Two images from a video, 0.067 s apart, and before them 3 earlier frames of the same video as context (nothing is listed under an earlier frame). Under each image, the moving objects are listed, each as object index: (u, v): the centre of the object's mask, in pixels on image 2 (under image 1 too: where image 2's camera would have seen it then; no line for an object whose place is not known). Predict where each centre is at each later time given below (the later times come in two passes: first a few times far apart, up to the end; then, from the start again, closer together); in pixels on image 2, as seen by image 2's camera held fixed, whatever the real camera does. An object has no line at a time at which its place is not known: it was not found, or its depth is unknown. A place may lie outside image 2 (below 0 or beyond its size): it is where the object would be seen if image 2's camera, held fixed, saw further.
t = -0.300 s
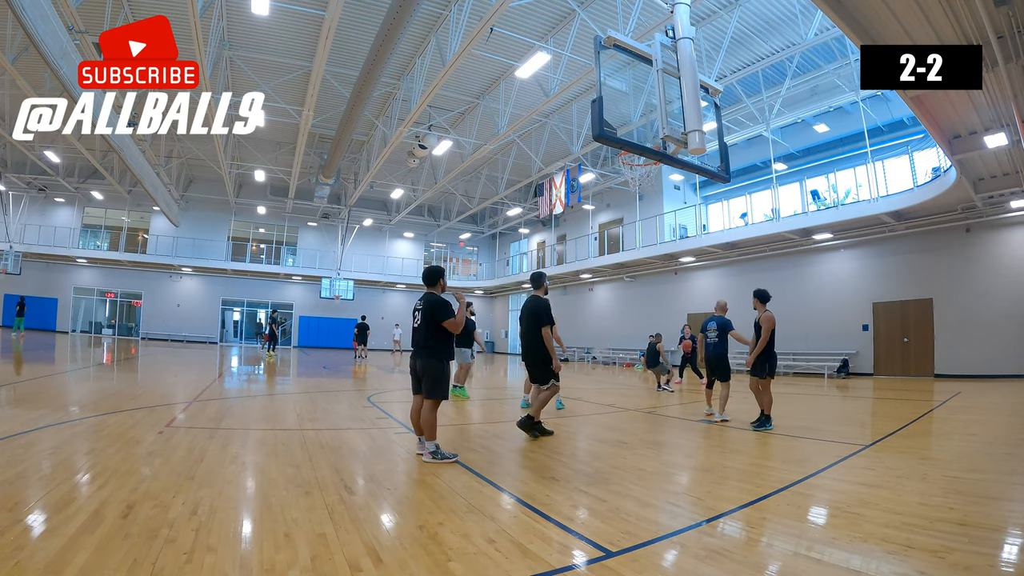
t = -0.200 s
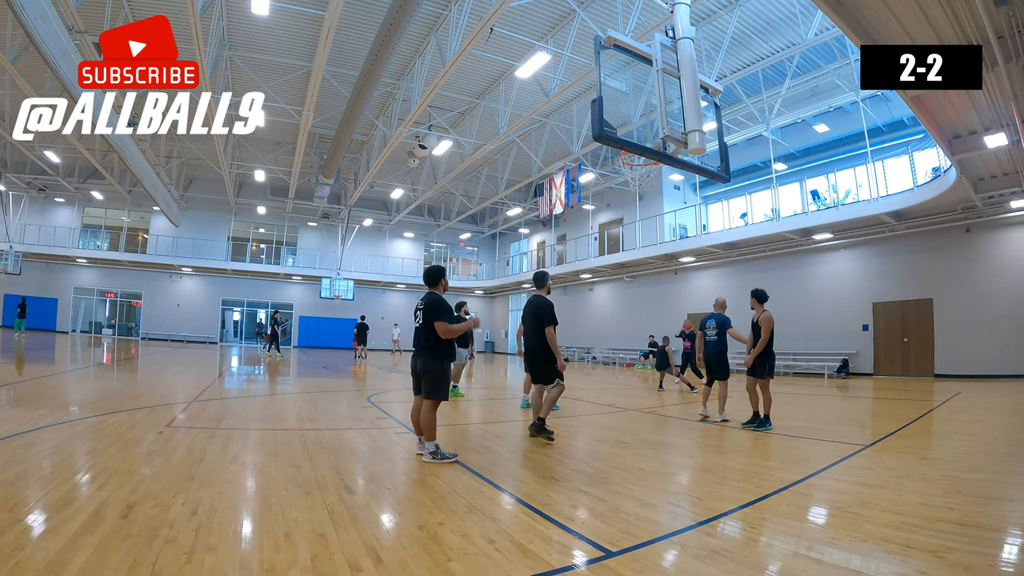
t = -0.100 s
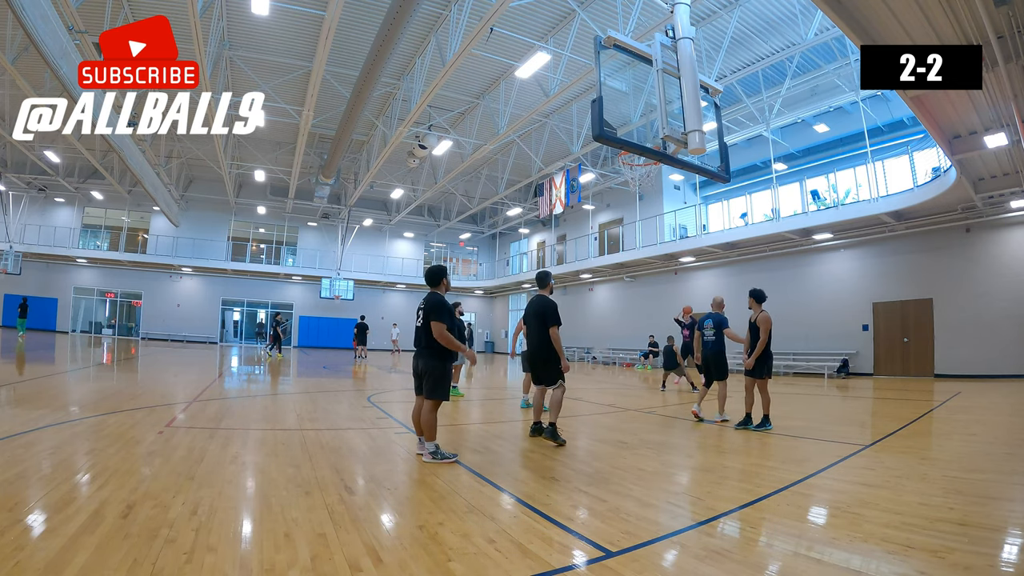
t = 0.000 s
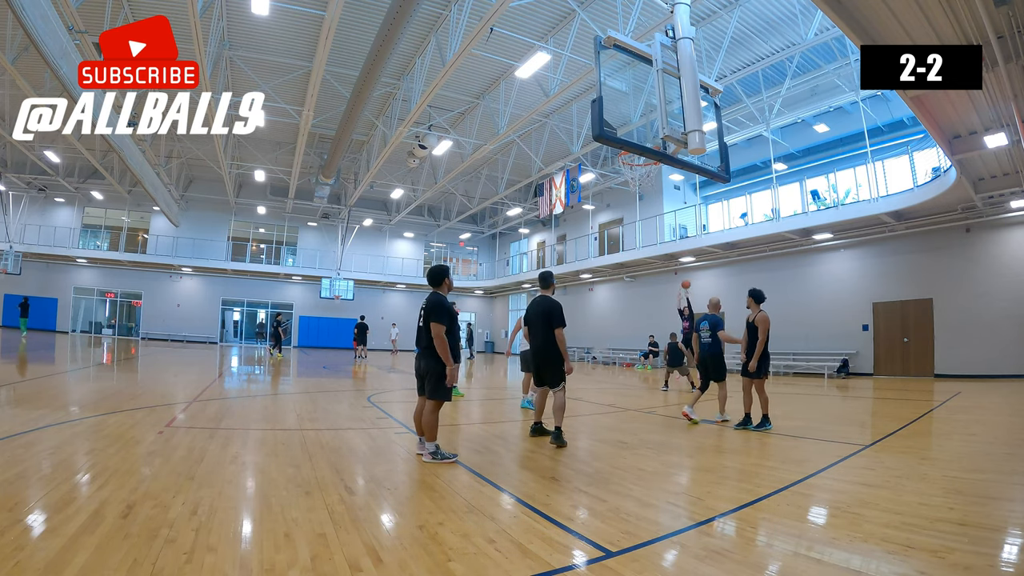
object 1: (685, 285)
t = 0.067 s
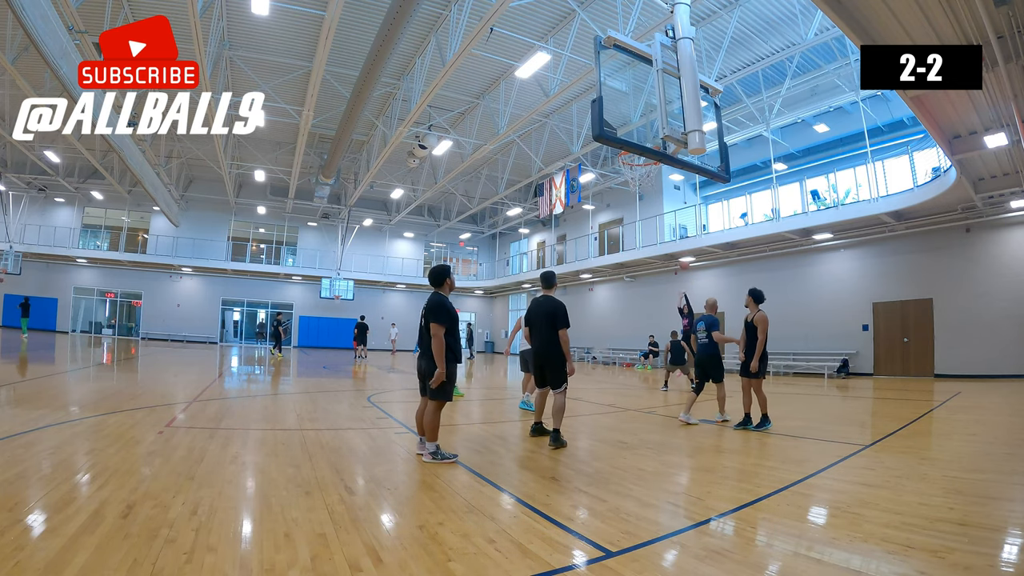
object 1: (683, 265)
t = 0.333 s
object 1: (676, 197)
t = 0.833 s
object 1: (655, 119)
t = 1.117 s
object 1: (647, 124)
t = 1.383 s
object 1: (640, 204)
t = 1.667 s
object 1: (643, 367)
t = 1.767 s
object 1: (641, 433)
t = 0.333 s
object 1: (676, 197)
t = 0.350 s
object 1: (676, 193)
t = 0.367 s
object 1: (675, 189)
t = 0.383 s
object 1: (675, 186)
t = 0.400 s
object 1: (674, 183)
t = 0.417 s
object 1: (673, 178)
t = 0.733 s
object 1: (657, 128)
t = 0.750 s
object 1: (656, 126)
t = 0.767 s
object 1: (656, 123)
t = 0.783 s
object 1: (655, 123)
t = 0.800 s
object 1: (655, 123)
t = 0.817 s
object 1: (655, 122)
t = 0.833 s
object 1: (655, 119)
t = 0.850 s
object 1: (654, 119)
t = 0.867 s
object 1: (654, 118)
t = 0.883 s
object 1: (654, 117)
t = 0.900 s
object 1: (653, 117)
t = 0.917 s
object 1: (653, 117)
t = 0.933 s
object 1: (653, 116)
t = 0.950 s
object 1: (653, 116)
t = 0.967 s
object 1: (653, 117)
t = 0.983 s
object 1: (653, 117)
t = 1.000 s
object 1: (651, 117)
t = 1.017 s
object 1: (650, 117)
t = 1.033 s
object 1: (650, 118)
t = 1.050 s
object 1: (649, 118)
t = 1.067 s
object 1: (649, 119)
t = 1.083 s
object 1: (648, 121)
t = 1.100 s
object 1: (647, 123)
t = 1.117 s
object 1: (647, 124)
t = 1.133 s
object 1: (645, 126)
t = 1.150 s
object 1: (645, 129)
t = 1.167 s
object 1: (644, 131)
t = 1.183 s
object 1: (643, 135)
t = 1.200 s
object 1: (640, 136)
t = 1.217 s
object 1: (641, 138)
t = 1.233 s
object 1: (640, 139)
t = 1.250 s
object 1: (637, 158)
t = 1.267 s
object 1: (637, 160)
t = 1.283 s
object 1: (638, 163)
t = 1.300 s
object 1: (639, 169)
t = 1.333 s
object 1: (640, 185)
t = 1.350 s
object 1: (640, 189)
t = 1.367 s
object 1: (640, 197)
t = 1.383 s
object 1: (640, 204)
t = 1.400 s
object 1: (641, 212)
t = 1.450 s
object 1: (642, 236)
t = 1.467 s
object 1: (642, 245)
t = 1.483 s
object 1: (642, 255)
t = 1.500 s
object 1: (642, 264)
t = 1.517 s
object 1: (643, 273)
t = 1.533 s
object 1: (643, 282)
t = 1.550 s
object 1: (643, 292)
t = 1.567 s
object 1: (643, 302)
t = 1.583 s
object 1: (643, 312)
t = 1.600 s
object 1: (643, 323)
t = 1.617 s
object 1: (643, 333)
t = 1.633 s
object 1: (643, 345)
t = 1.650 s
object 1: (643, 355)
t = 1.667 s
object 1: (643, 367)
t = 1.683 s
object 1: (642, 379)
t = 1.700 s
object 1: (642, 390)
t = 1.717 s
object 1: (642, 401)
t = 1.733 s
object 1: (642, 413)
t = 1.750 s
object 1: (641, 424)
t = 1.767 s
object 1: (641, 433)
